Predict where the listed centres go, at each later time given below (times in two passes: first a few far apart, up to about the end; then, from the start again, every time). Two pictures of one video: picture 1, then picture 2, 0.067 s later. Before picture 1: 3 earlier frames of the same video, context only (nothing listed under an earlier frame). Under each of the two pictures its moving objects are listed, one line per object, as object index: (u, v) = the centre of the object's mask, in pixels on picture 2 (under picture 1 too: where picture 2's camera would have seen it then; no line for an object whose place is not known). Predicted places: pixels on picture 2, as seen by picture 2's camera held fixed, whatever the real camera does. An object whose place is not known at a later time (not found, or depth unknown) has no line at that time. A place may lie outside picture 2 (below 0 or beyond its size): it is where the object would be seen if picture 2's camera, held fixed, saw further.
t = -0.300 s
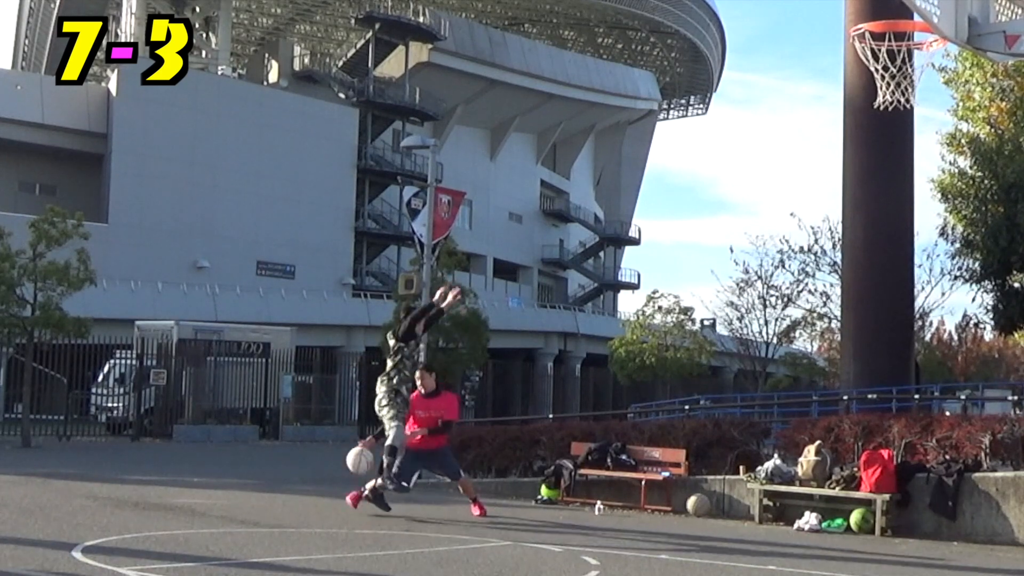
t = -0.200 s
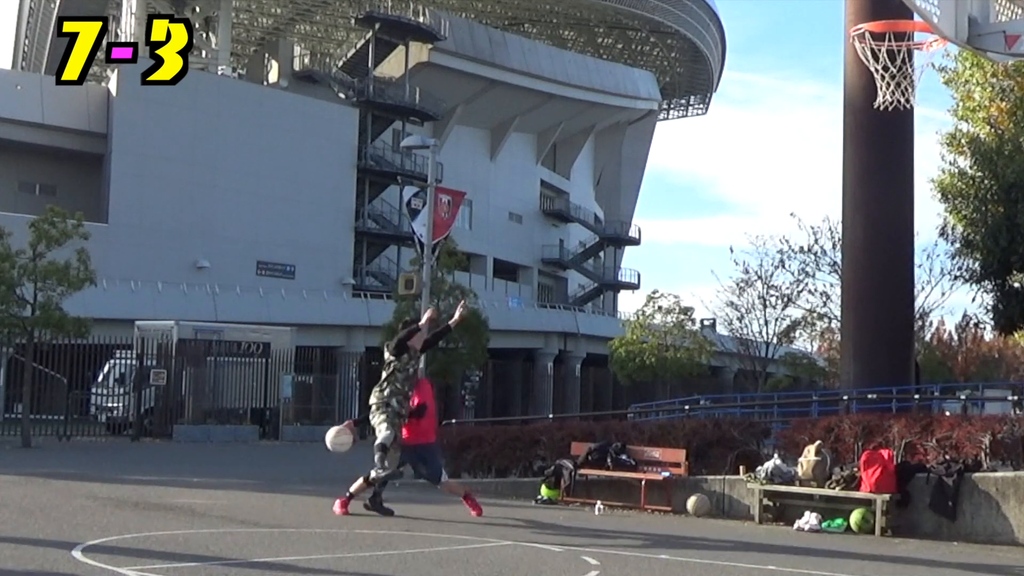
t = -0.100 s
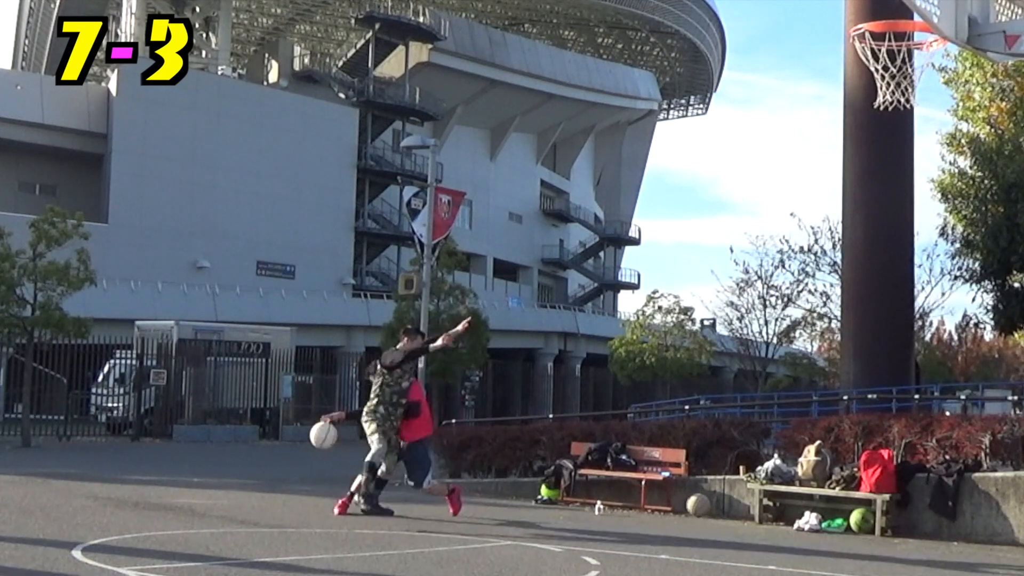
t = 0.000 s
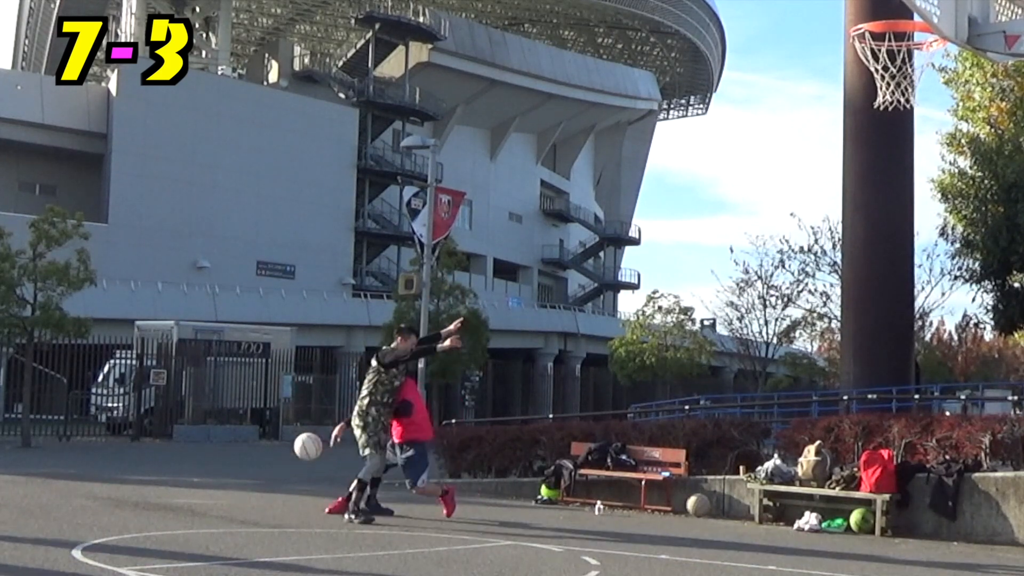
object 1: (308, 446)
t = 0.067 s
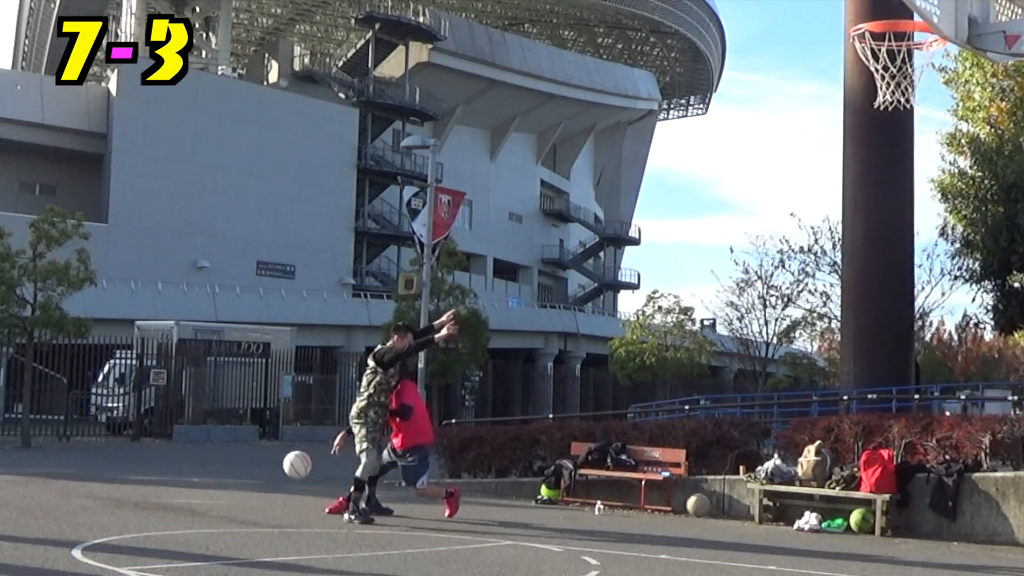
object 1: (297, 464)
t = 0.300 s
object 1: (269, 476)
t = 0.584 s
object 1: (244, 463)
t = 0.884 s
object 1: (215, 487)
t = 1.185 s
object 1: (186, 495)
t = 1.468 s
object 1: (162, 492)
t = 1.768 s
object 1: (136, 497)
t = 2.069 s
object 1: (115, 508)
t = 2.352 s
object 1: (96, 508)
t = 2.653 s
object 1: (78, 509)
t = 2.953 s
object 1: (61, 510)
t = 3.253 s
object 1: (44, 511)
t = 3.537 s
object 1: (33, 512)
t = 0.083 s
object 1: (294, 470)
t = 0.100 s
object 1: (292, 476)
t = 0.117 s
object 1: (289, 481)
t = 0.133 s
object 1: (286, 487)
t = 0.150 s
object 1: (283, 494)
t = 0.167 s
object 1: (280, 501)
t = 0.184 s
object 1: (277, 506)
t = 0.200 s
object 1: (277, 500)
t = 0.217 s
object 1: (275, 495)
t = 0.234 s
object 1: (274, 490)
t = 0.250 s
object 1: (273, 486)
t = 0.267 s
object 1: (272, 482)
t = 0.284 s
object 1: (271, 479)
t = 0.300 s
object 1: (269, 476)
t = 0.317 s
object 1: (268, 472)
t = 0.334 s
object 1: (266, 469)
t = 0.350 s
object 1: (265, 467)
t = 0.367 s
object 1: (264, 465)
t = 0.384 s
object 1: (262, 463)
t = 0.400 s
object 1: (261, 461)
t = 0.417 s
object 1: (259, 459)
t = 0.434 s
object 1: (258, 459)
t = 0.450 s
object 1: (256, 458)
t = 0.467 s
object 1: (255, 457)
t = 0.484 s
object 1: (253, 457)
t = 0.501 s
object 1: (252, 457)
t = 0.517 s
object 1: (250, 458)
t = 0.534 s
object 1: (249, 458)
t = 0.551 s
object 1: (247, 460)
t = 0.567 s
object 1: (245, 461)
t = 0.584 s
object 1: (244, 463)
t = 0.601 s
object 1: (242, 465)
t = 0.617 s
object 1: (241, 467)
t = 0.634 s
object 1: (239, 470)
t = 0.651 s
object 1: (237, 473)
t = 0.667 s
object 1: (236, 476)
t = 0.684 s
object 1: (234, 480)
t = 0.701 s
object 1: (232, 484)
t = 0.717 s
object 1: (230, 488)
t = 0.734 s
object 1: (228, 492)
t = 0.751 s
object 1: (226, 497)
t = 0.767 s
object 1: (224, 503)
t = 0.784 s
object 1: (223, 506)
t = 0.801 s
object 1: (222, 502)
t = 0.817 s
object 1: (220, 498)
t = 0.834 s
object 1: (219, 495)
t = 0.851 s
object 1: (217, 492)
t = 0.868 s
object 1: (216, 489)
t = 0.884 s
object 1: (215, 487)
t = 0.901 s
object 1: (214, 484)
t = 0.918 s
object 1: (212, 483)
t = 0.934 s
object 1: (211, 481)
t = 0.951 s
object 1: (209, 480)
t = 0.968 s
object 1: (208, 479)
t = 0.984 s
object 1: (206, 478)
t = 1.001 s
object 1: (204, 478)
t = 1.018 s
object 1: (203, 478)
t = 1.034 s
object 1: (201, 478)
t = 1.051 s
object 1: (200, 479)
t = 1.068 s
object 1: (198, 479)
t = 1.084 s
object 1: (196, 481)
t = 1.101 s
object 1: (195, 483)
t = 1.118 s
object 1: (193, 484)
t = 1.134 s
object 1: (191, 487)
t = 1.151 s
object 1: (190, 489)
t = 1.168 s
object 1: (188, 492)
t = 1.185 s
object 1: (186, 495)
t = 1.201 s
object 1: (183, 497)
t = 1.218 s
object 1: (182, 501)
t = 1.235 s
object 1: (181, 507)
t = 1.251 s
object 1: (180, 504)
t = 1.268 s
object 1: (177, 501)
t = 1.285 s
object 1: (176, 498)
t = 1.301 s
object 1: (175, 496)
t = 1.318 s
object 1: (174, 494)
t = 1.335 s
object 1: (173, 493)
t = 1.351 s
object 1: (171, 492)
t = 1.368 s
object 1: (170, 491)
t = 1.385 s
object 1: (169, 490)
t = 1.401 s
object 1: (168, 490)
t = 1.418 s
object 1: (167, 490)
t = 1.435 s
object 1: (165, 491)
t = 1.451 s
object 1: (164, 491)
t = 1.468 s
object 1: (162, 492)
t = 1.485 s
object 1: (161, 493)
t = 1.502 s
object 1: (159, 495)
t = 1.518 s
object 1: (157, 496)
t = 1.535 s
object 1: (156, 498)
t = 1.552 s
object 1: (154, 501)
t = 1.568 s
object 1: (153, 504)
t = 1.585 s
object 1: (151, 507)
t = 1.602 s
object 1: (150, 505)
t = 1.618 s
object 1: (148, 503)
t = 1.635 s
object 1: (148, 501)
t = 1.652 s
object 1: (146, 500)
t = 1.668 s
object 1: (145, 498)
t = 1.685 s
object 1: (144, 497)
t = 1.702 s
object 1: (143, 497)
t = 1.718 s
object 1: (141, 497)
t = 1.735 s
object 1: (139, 496)
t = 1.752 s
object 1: (138, 497)
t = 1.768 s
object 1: (136, 497)
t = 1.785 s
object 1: (135, 498)
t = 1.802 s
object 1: (134, 500)
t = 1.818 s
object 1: (133, 502)
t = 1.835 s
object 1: (131, 505)
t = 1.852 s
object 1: (130, 507)
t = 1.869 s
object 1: (129, 506)
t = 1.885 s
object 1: (127, 505)
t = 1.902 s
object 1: (126, 504)
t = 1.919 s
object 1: (125, 503)
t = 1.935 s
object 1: (124, 502)
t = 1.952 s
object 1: (123, 502)
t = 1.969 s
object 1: (122, 501)
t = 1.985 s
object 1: (121, 502)
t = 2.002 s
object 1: (121, 502)
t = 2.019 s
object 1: (120, 503)
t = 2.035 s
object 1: (117, 505)
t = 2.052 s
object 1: (116, 507)
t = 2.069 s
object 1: (115, 508)
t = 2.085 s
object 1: (114, 507)
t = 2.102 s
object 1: (113, 506)
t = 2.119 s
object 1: (112, 505)
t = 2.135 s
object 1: (110, 504)
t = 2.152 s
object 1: (109, 504)
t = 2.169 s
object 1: (108, 504)
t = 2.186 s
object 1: (107, 505)
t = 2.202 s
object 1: (106, 506)
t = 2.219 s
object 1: (104, 507)
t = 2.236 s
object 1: (104, 508)
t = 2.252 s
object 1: (102, 507)
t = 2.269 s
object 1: (101, 507)
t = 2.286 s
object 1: (101, 506)
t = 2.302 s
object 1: (99, 506)
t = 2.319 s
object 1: (98, 506)
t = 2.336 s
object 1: (97, 507)
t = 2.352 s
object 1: (96, 508)
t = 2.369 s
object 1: (95, 508)
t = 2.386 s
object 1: (93, 508)
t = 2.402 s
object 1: (93, 507)
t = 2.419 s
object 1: (92, 507)
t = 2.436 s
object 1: (91, 507)
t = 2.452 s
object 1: (89, 508)
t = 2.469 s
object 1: (89, 509)
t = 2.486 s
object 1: (87, 508)
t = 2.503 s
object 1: (87, 508)
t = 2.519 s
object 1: (86, 508)
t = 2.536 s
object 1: (85, 508)
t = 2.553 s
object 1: (84, 509)
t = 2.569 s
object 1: (83, 509)
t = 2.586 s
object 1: (82, 509)
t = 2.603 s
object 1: (81, 509)
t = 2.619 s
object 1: (80, 509)
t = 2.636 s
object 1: (79, 509)
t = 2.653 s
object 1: (78, 509)
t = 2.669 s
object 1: (77, 509)
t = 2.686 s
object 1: (76, 509)
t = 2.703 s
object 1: (75, 509)
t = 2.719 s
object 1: (74, 509)
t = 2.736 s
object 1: (73, 509)
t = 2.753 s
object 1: (72, 509)
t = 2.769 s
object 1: (71, 509)
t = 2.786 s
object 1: (70, 510)
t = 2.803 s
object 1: (69, 509)
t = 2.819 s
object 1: (68, 509)
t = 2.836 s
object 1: (67, 509)
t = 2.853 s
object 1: (66, 509)
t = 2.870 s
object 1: (65, 510)
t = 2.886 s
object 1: (64, 510)
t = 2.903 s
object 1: (63, 510)
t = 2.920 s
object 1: (62, 510)
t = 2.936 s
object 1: (61, 510)
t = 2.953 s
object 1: (61, 510)
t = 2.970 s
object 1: (60, 510)
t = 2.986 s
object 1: (58, 510)
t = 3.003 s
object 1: (58, 510)
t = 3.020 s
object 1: (57, 510)
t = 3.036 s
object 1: (56, 510)
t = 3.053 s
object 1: (54, 510)
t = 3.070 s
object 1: (54, 510)
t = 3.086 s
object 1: (53, 510)
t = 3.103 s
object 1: (52, 510)
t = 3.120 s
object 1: (51, 511)
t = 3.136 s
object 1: (50, 511)
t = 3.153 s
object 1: (49, 511)
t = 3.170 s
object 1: (48, 511)
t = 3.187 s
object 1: (48, 511)
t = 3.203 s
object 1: (47, 511)
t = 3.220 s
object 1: (46, 511)
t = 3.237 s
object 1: (45, 511)
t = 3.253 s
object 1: (44, 511)
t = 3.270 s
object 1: (44, 511)
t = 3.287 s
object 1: (43, 512)
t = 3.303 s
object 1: (42, 512)
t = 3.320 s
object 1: (41, 511)
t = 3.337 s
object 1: (40, 512)
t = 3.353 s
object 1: (40, 512)
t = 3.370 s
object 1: (39, 512)
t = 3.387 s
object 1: (38, 512)
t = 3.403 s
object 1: (37, 512)
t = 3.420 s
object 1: (37, 512)
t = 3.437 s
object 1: (36, 512)
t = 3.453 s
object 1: (35, 512)
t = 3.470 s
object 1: (35, 512)
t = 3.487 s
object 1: (34, 512)
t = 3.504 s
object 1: (34, 512)
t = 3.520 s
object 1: (33, 512)
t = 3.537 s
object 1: (33, 512)
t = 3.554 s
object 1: (32, 512)
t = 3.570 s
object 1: (31, 512)
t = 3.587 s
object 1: (31, 512)
